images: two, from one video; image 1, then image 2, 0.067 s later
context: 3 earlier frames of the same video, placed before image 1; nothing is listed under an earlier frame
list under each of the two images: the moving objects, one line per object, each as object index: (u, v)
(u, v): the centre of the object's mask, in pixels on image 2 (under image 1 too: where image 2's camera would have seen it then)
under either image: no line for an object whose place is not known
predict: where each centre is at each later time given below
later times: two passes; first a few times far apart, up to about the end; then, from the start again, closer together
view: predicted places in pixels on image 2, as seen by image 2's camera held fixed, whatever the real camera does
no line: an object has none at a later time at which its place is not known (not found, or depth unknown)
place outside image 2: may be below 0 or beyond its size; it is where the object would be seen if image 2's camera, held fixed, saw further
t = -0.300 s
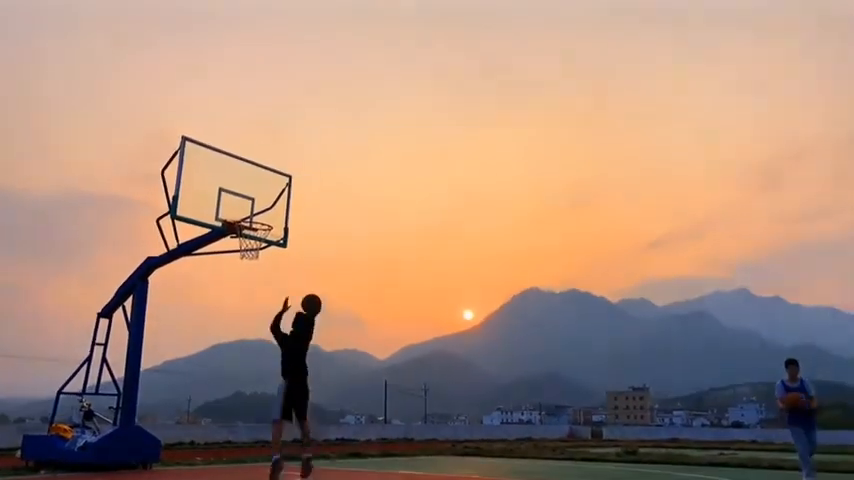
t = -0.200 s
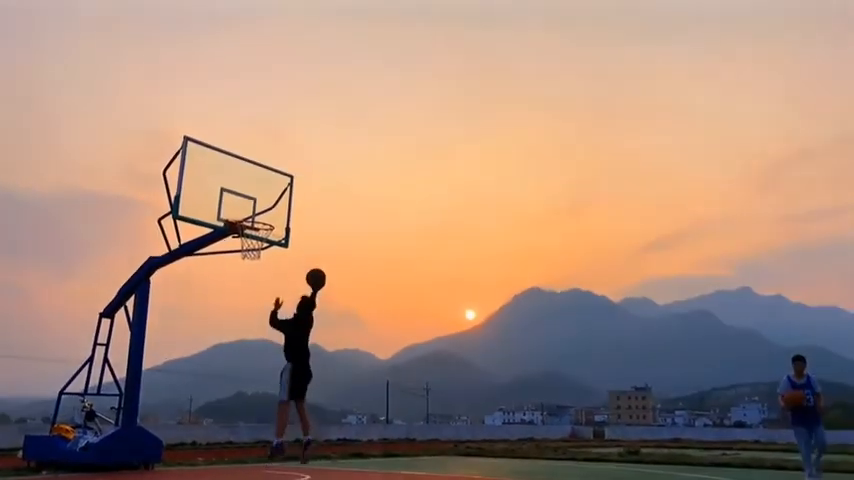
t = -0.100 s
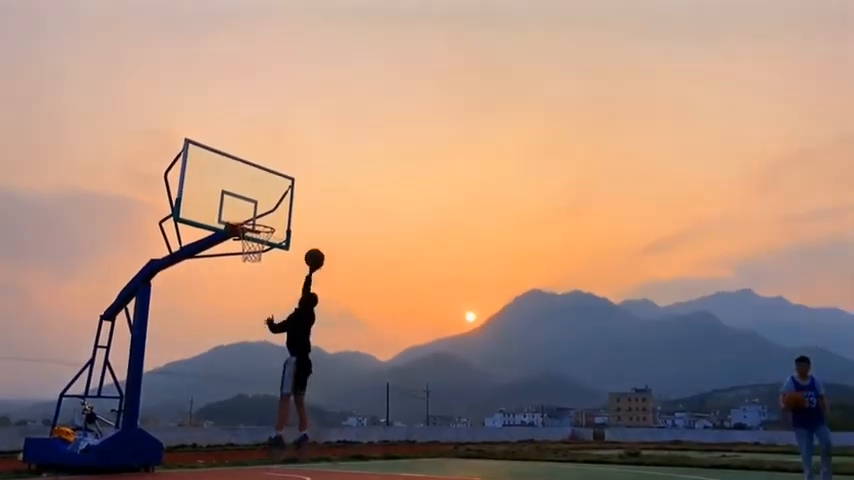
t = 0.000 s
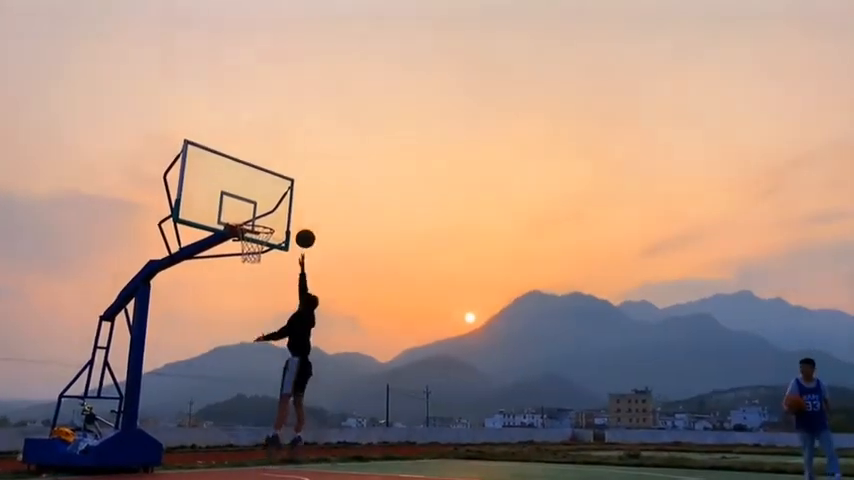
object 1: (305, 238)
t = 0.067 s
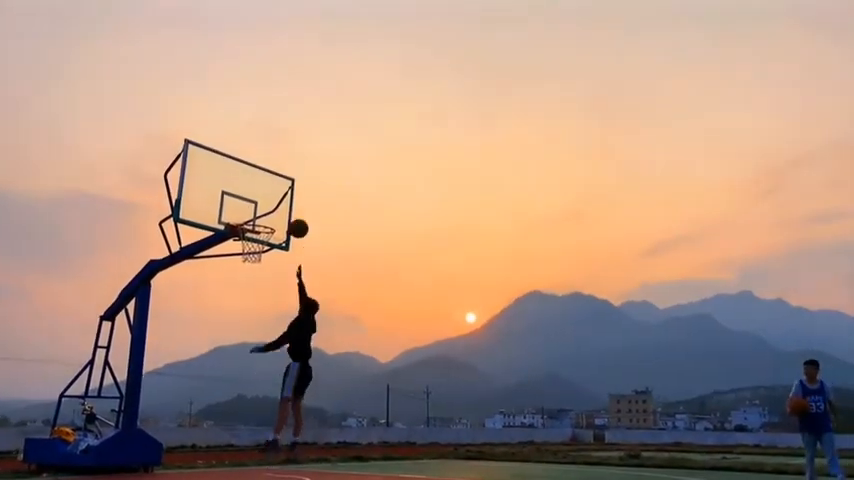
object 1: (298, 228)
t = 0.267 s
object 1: (275, 219)
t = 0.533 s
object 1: (271, 220)
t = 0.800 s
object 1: (259, 237)
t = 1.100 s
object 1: (241, 311)
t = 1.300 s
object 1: (226, 402)
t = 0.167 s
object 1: (286, 220)
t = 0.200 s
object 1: (283, 219)
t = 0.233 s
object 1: (279, 219)
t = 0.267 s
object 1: (275, 219)
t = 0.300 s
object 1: (274, 219)
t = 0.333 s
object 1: (274, 219)
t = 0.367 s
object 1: (274, 219)
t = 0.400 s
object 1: (273, 219)
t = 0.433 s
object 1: (273, 220)
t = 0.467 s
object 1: (272, 220)
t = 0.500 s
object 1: (271, 220)
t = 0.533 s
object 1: (271, 220)
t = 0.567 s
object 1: (270, 221)
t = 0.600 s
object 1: (269, 222)
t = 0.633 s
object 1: (268, 223)
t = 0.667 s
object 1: (266, 224)
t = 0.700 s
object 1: (264, 226)
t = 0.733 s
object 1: (263, 230)
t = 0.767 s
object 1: (261, 234)
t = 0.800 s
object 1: (259, 237)
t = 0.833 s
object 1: (257, 243)
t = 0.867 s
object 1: (255, 249)
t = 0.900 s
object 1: (254, 255)
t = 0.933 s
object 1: (251, 263)
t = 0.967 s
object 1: (249, 271)
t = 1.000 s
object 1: (247, 279)
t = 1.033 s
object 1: (245, 289)
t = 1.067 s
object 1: (243, 300)
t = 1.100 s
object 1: (241, 311)
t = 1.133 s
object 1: (239, 323)
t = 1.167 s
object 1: (236, 337)
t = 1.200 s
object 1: (234, 352)
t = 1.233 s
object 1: (232, 368)
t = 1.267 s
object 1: (229, 384)
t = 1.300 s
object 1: (226, 402)
